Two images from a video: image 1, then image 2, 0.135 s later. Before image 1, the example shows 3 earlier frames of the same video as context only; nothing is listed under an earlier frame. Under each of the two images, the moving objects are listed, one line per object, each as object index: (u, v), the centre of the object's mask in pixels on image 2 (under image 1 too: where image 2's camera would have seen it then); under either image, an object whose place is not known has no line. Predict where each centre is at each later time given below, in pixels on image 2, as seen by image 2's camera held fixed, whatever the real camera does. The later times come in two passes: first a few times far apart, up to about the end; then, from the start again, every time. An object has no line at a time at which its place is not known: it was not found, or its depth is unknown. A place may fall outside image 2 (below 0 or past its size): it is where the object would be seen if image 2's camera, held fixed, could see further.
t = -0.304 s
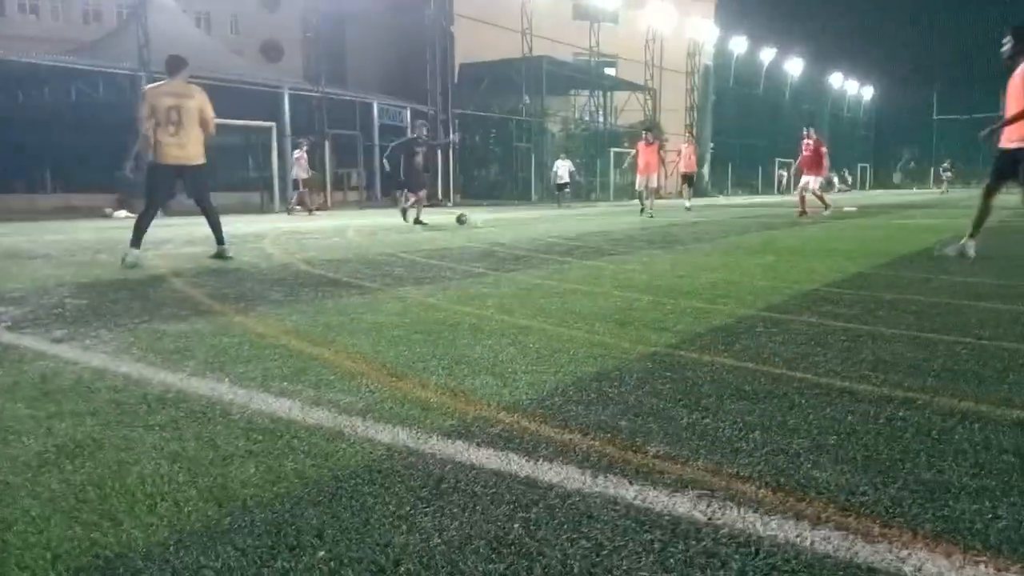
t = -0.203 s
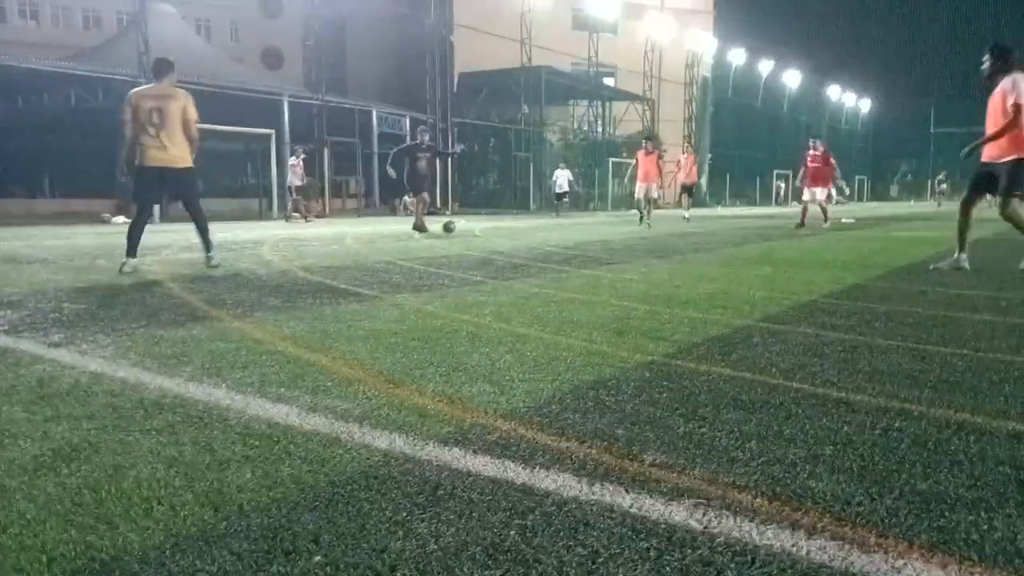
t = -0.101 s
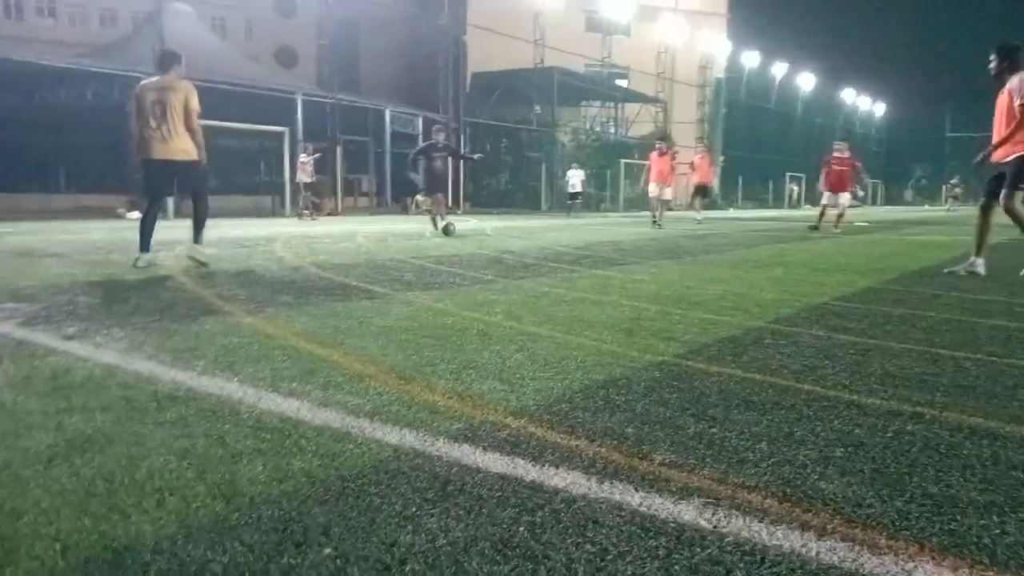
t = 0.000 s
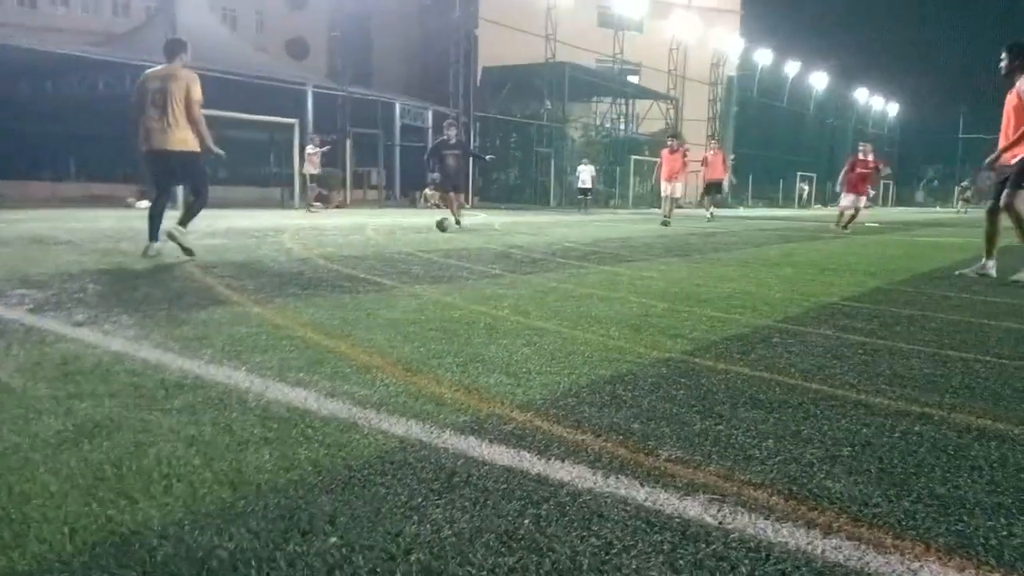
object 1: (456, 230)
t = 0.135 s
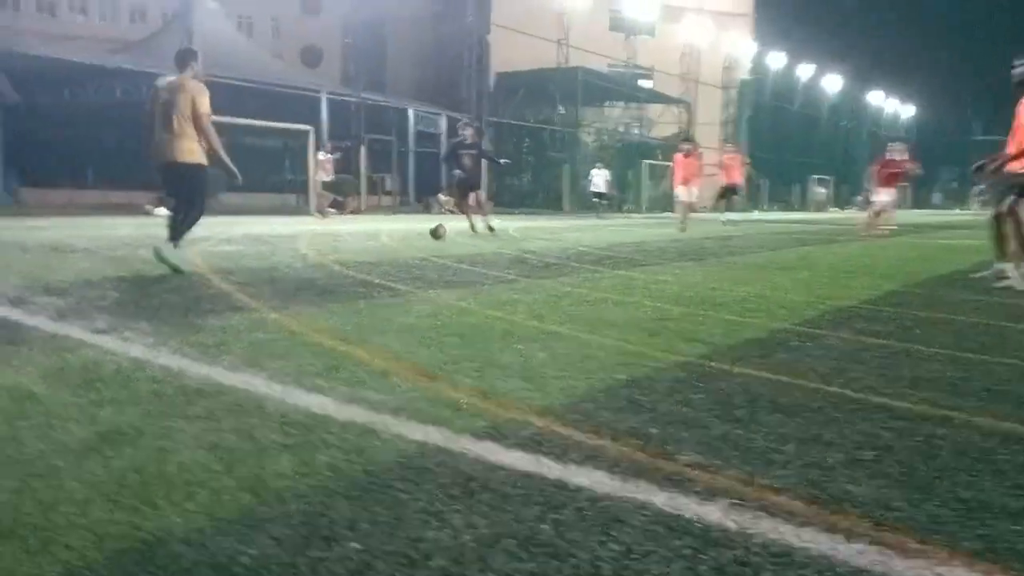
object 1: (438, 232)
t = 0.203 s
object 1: (427, 233)
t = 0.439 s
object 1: (381, 238)
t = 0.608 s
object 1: (340, 245)
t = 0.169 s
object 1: (433, 234)
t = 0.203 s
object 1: (427, 233)
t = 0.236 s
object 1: (421, 233)
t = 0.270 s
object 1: (414, 233)
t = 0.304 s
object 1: (409, 236)
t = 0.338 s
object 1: (402, 237)
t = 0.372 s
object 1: (395, 237)
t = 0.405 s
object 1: (389, 237)
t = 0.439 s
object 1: (381, 238)
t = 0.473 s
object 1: (374, 241)
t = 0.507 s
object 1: (366, 242)
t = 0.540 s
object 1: (357, 242)
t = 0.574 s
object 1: (350, 243)
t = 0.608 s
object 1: (340, 245)
